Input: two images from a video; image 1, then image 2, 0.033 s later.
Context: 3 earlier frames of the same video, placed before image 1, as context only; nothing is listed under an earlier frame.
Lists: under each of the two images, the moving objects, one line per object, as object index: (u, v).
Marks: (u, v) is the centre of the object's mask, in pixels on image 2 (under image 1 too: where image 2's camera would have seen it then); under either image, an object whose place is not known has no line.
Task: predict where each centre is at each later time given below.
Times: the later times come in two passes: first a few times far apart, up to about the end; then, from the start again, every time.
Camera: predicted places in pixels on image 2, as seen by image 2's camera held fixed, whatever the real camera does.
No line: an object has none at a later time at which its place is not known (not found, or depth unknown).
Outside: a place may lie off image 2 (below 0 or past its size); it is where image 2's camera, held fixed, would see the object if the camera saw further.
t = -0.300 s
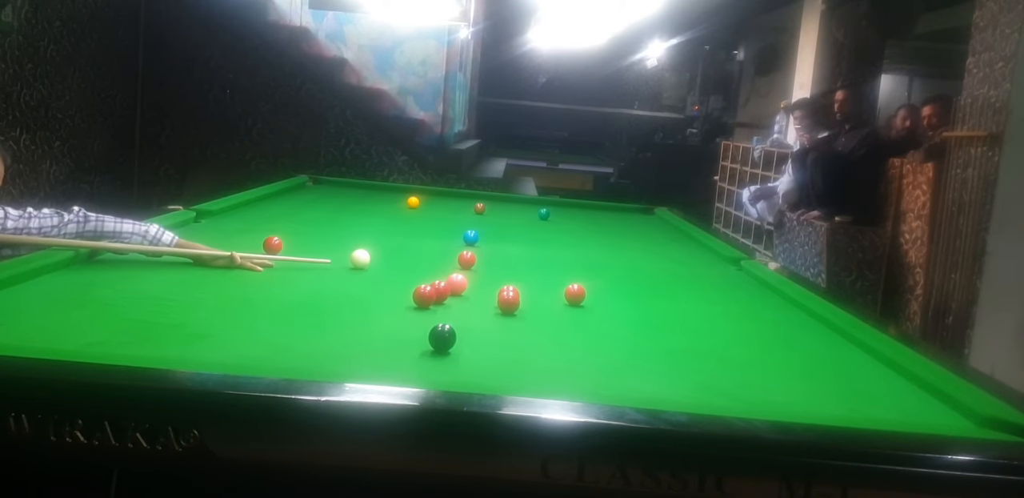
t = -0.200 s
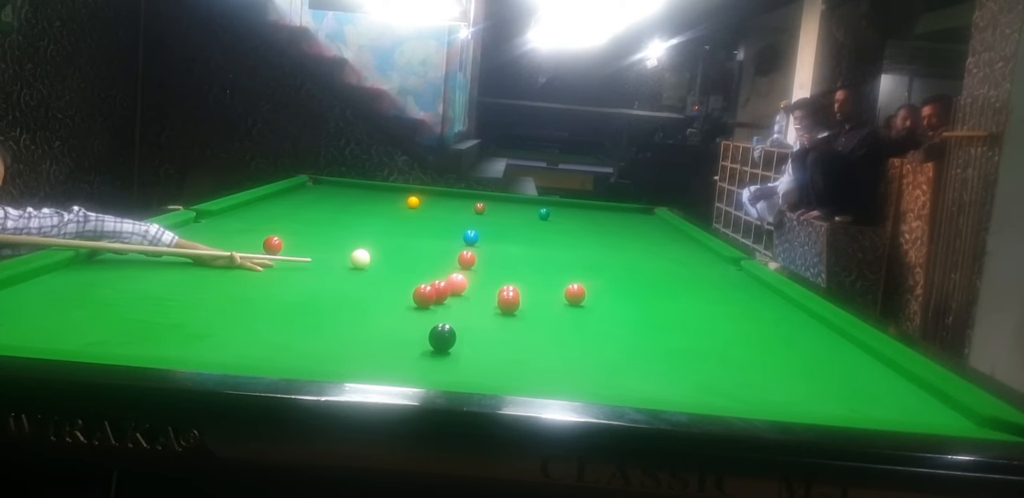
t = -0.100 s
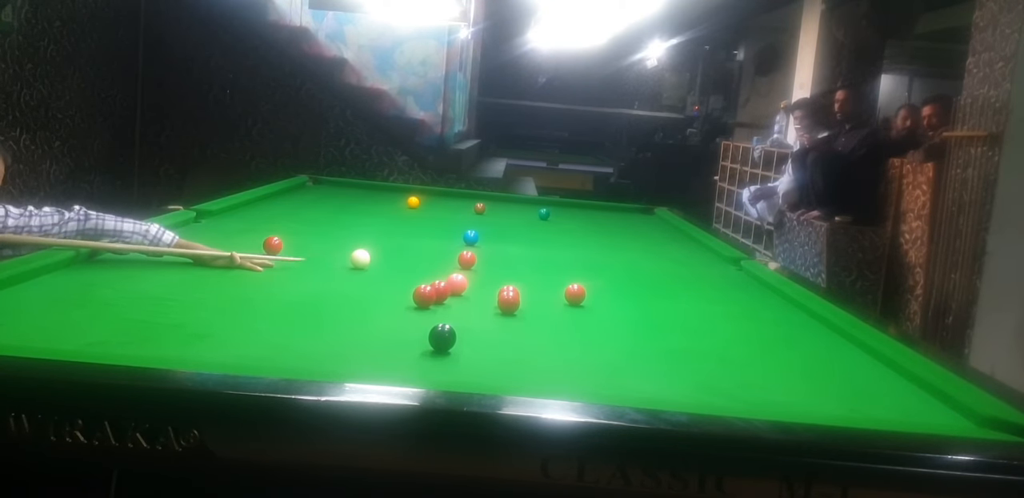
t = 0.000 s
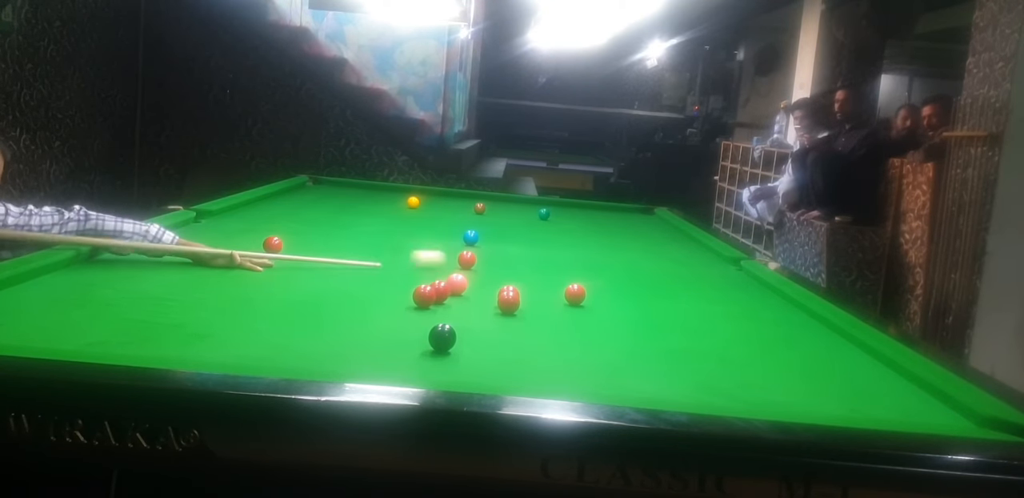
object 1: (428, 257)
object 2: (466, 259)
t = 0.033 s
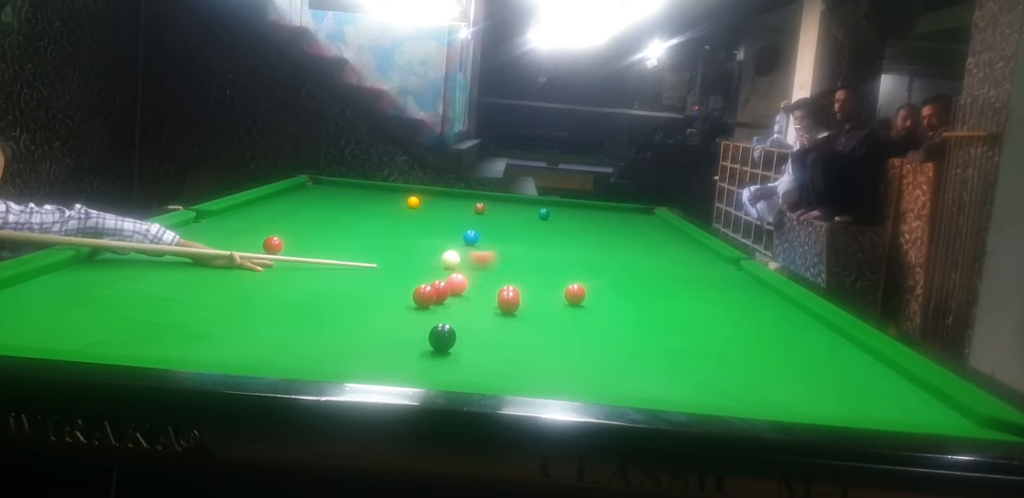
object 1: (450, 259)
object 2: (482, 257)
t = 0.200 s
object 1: (443, 259)
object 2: (634, 260)
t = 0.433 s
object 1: (402, 259)
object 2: (743, 262)
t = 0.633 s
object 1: (362, 259)
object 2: (723, 259)
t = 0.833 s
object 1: (322, 259)
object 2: (699, 259)
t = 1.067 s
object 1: (273, 259)
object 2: (672, 259)
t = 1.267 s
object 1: (233, 259)
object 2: (649, 258)
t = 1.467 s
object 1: (192, 260)
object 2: (626, 258)
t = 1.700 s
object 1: (146, 260)
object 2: (601, 257)
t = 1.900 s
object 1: (106, 260)
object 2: (579, 256)
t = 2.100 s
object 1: (83, 261)
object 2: (559, 256)
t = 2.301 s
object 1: (97, 264)
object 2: (539, 255)
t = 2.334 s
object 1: (99, 264)
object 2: (536, 255)
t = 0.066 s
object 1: (451, 259)
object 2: (515, 258)
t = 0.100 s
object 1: (451, 259)
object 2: (548, 258)
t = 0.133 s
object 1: (449, 259)
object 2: (578, 259)
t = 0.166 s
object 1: (447, 259)
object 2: (607, 259)
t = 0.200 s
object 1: (443, 259)
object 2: (634, 260)
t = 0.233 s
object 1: (439, 259)
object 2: (658, 260)
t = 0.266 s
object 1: (434, 259)
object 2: (683, 260)
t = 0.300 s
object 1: (429, 259)
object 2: (706, 261)
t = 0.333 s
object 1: (422, 259)
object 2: (728, 261)
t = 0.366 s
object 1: (416, 259)
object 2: (745, 259)
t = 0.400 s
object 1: (409, 259)
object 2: (760, 260)
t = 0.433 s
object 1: (402, 259)
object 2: (743, 262)
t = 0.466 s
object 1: (396, 259)
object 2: (739, 257)
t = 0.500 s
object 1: (389, 259)
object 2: (737, 252)
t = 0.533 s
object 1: (383, 259)
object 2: (734, 250)
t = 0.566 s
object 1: (376, 259)
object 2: (731, 251)
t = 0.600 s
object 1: (369, 259)
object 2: (727, 255)
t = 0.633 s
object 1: (362, 259)
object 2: (723, 259)
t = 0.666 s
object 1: (356, 259)
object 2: (719, 257)
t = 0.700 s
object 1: (349, 259)
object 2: (715, 258)
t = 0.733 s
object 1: (342, 259)
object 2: (711, 259)
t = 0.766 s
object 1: (335, 260)
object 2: (707, 259)
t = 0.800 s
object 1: (328, 259)
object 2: (703, 259)
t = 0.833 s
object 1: (322, 259)
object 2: (699, 259)
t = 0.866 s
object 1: (315, 260)
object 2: (695, 259)
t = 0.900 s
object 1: (308, 260)
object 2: (691, 259)
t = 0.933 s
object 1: (301, 260)
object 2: (687, 259)
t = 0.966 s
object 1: (294, 259)
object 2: (683, 259)
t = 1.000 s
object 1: (287, 259)
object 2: (679, 259)
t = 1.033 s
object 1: (280, 259)
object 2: (675, 259)
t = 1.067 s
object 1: (273, 259)
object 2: (672, 259)
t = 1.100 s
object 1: (266, 259)
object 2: (668, 259)
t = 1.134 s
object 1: (259, 260)
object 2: (664, 259)
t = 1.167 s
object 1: (253, 260)
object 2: (660, 259)
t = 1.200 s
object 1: (246, 259)
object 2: (656, 259)
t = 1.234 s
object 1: (239, 259)
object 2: (652, 258)
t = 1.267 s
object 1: (233, 259)
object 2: (649, 258)
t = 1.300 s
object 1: (226, 260)
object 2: (645, 258)
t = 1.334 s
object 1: (219, 260)
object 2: (641, 258)
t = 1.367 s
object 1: (212, 260)
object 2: (637, 258)
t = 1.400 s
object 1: (205, 260)
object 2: (633, 258)
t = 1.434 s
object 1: (199, 259)
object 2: (629, 258)
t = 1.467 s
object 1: (192, 260)
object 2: (626, 258)
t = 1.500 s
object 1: (186, 259)
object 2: (622, 257)
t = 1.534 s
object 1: (179, 260)
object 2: (619, 257)
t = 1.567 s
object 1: (172, 260)
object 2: (615, 257)
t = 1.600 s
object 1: (166, 259)
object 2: (611, 257)
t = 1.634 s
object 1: (159, 259)
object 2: (608, 257)
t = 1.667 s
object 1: (152, 260)
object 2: (604, 257)
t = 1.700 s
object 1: (146, 260)
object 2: (601, 257)
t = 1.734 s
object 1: (139, 260)
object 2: (597, 257)
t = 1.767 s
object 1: (132, 260)
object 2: (593, 257)
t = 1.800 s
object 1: (126, 259)
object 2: (590, 256)
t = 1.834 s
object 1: (119, 259)
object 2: (586, 256)
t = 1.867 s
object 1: (113, 259)
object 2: (583, 256)
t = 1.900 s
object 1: (106, 260)
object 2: (579, 256)
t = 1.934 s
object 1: (100, 260)
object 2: (576, 256)
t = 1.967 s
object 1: (94, 260)
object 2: (573, 256)
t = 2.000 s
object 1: (87, 260)
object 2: (569, 256)
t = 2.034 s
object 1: (80, 260)
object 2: (566, 256)
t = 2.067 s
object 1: (80, 260)
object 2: (562, 256)
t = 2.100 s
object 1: (83, 261)
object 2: (559, 256)
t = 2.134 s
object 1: (86, 261)
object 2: (556, 255)
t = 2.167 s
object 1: (88, 262)
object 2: (552, 255)
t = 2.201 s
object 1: (90, 262)
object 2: (549, 255)
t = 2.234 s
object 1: (92, 263)
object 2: (546, 255)
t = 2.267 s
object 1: (95, 263)
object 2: (543, 255)
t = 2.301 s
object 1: (97, 264)
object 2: (539, 255)
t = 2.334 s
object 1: (99, 264)
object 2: (536, 255)
